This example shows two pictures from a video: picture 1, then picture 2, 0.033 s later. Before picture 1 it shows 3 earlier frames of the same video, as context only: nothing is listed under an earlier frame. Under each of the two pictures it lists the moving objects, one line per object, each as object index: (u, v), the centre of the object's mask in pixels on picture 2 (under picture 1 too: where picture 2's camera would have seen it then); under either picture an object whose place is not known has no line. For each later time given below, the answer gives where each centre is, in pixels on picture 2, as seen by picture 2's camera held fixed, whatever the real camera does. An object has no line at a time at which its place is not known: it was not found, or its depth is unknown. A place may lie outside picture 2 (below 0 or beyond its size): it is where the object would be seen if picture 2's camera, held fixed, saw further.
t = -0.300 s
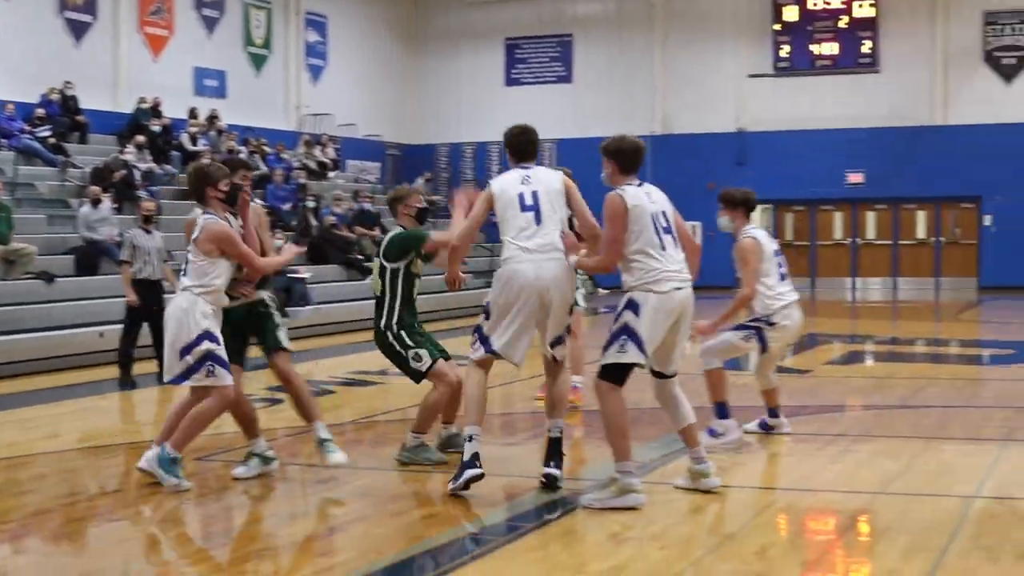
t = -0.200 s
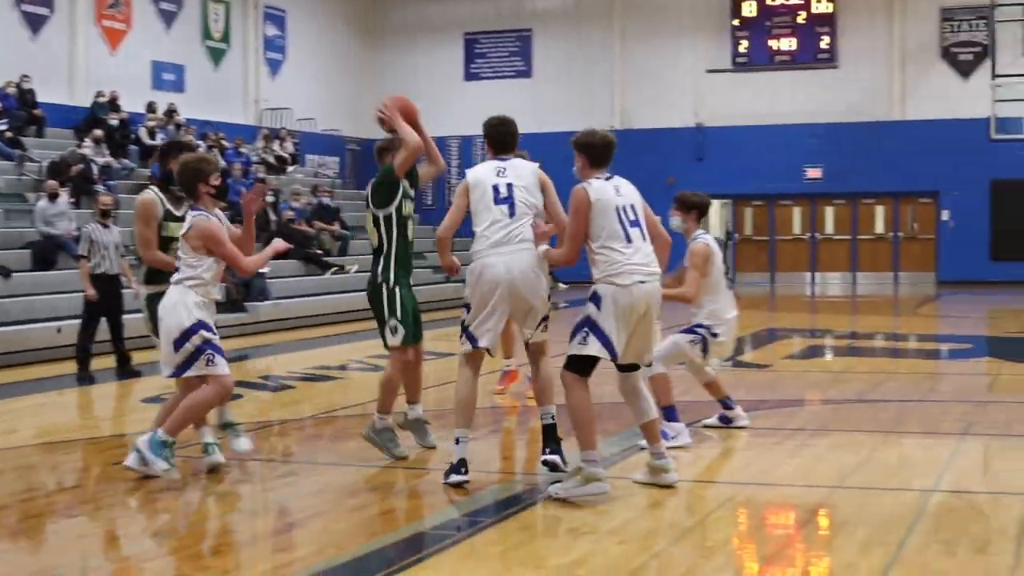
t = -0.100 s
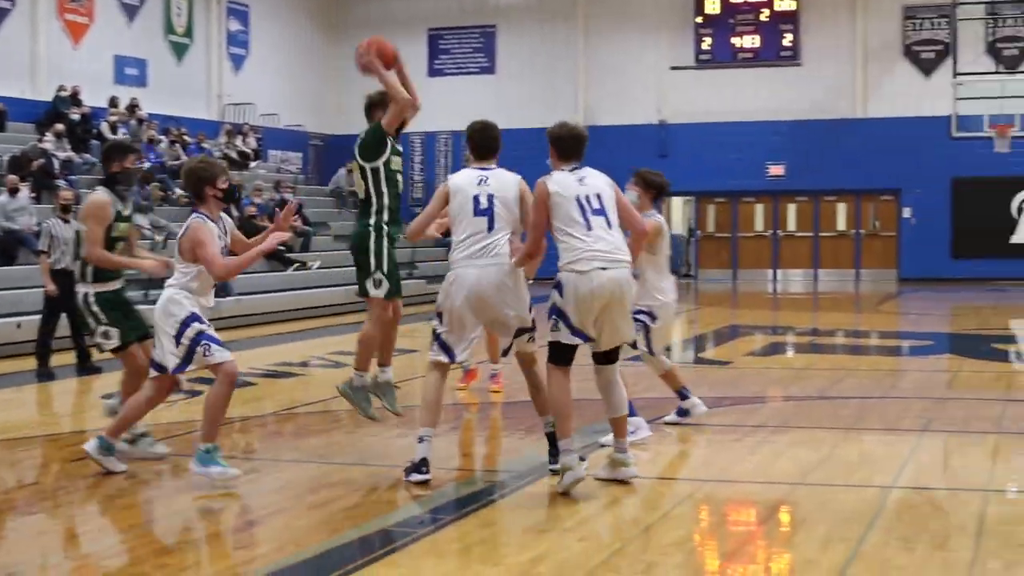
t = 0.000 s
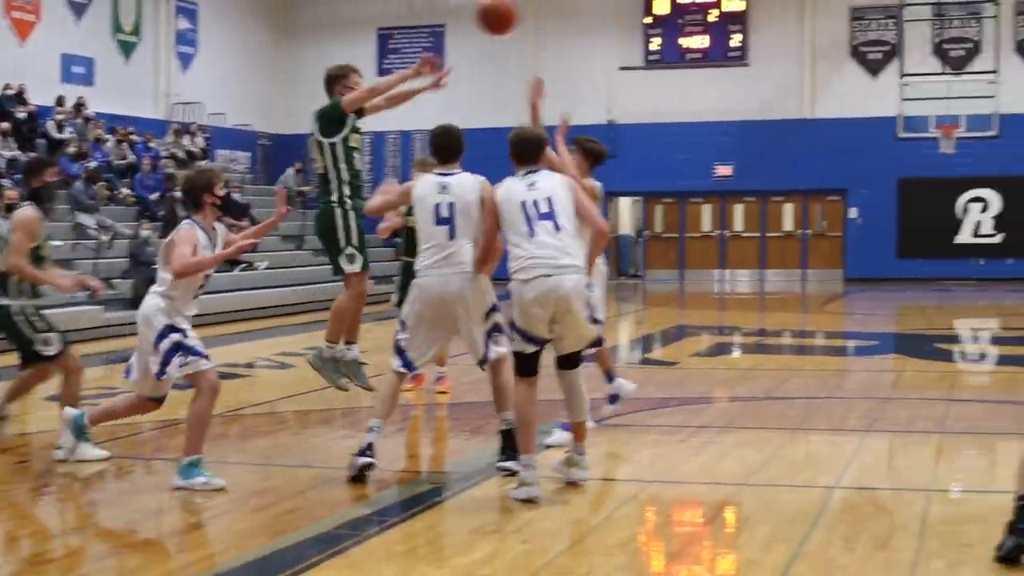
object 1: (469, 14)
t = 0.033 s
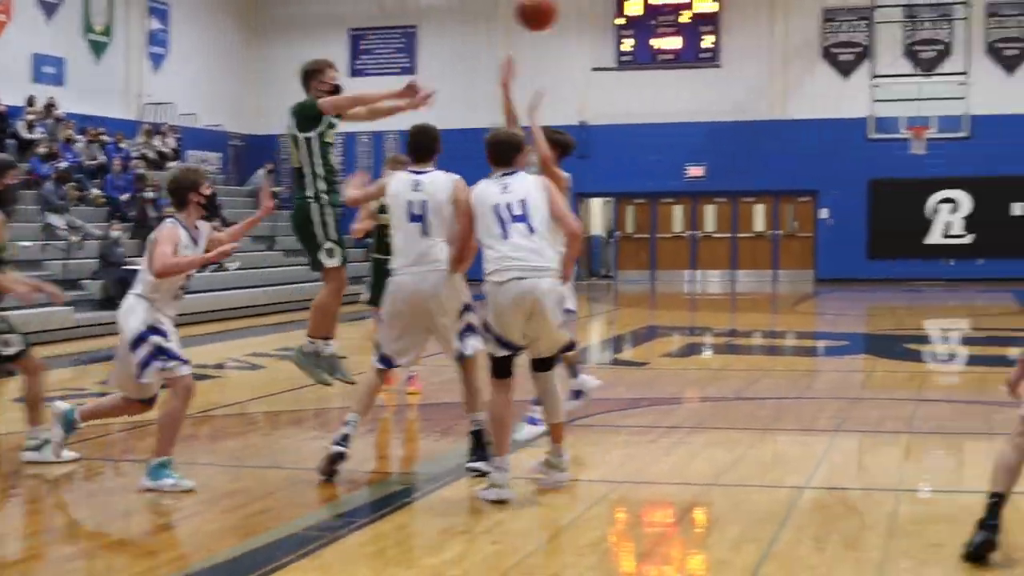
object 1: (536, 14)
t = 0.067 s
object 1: (602, 12)
